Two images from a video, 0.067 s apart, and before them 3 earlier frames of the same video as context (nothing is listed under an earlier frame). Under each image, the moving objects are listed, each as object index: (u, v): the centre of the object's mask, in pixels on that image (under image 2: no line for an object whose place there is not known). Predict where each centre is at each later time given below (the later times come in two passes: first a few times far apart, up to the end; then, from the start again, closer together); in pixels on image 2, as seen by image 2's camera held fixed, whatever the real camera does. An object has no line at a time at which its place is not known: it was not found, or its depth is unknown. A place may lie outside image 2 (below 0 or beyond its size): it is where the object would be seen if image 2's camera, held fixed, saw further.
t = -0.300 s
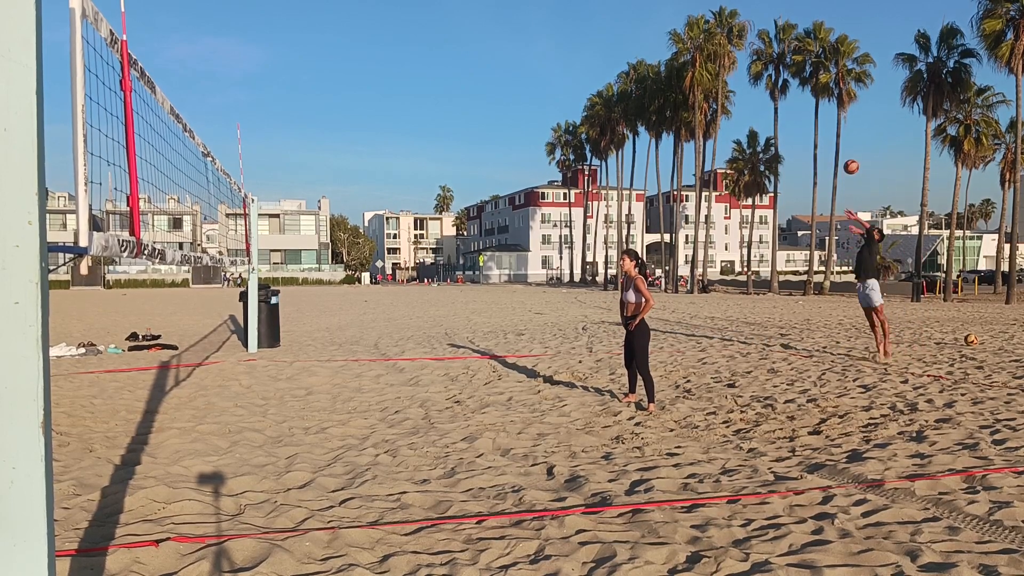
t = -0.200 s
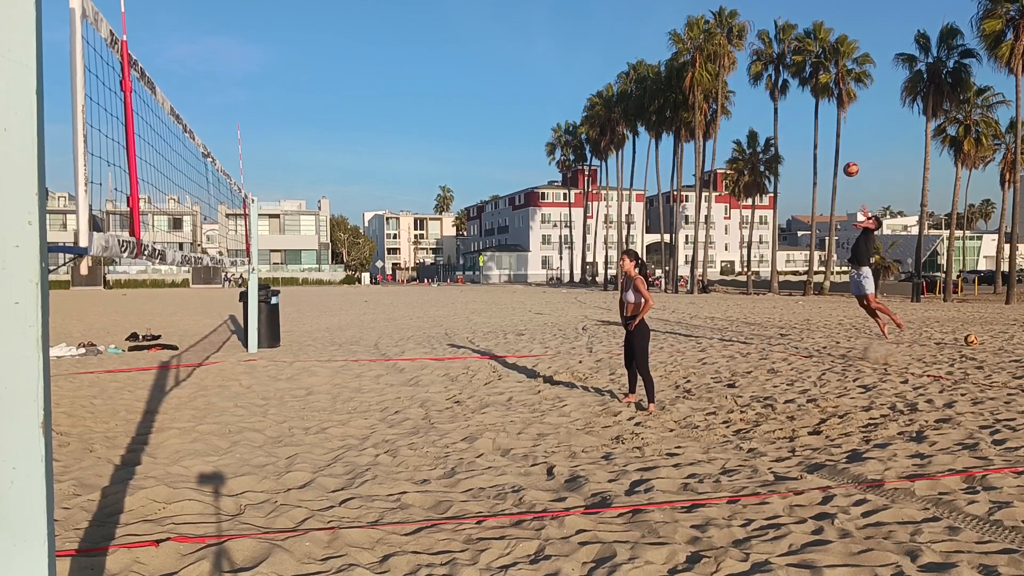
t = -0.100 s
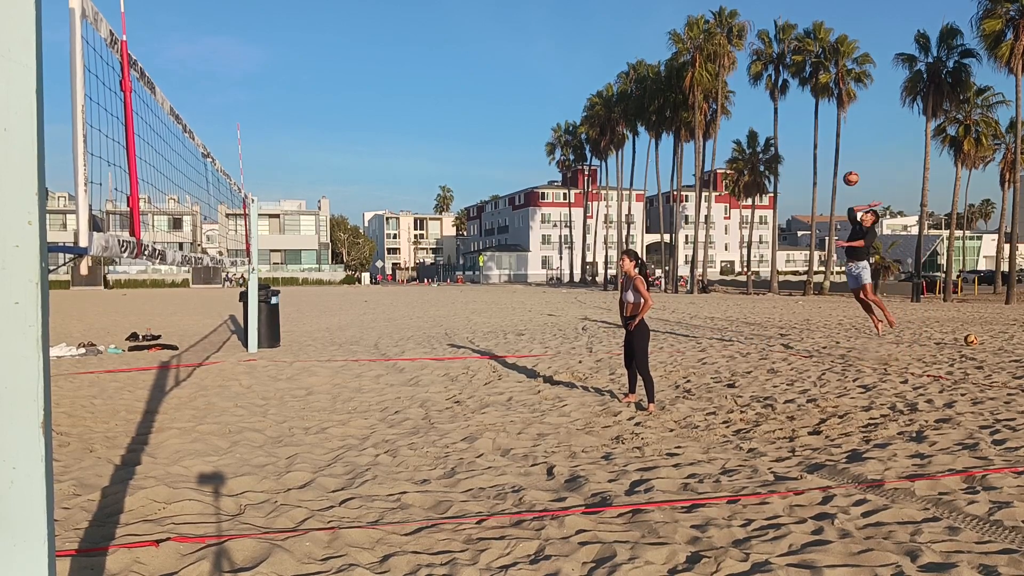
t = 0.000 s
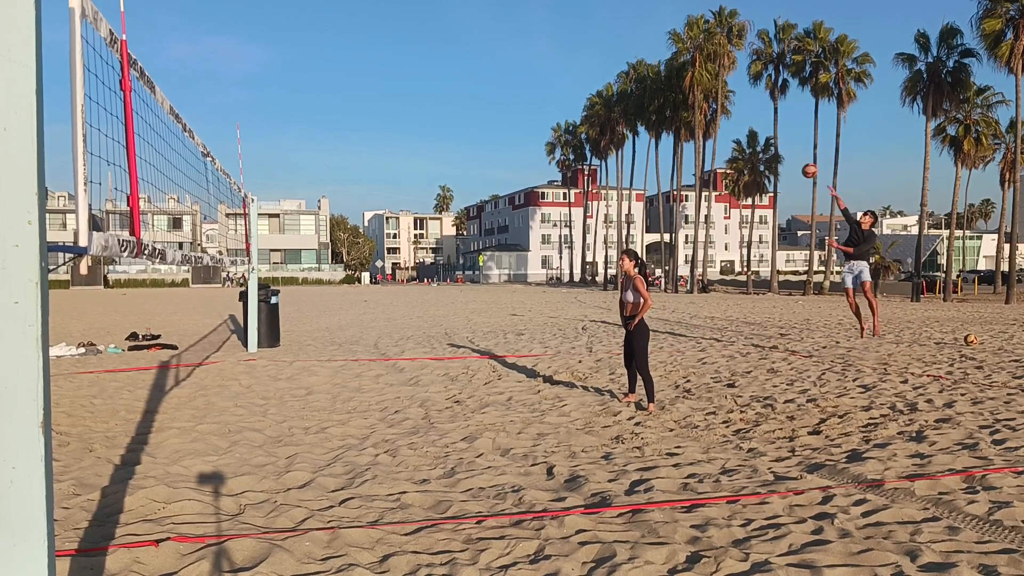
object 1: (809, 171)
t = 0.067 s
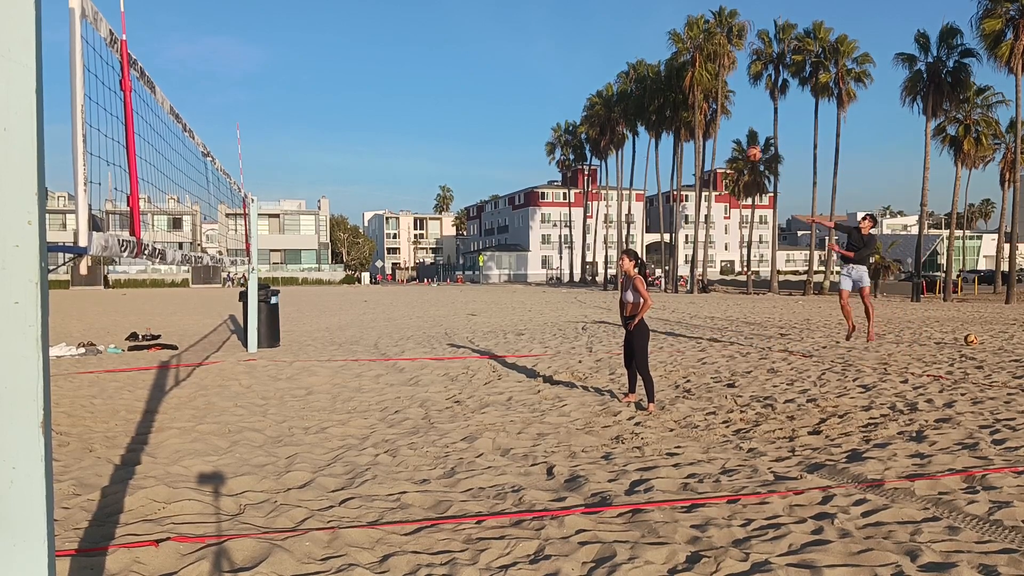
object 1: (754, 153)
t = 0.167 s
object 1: (661, 132)
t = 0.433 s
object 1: (375, 88)
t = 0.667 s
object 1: (50, 88)
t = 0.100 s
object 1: (724, 146)
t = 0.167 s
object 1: (661, 132)
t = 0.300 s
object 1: (527, 107)
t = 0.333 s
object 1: (491, 102)
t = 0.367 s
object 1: (454, 96)
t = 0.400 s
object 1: (415, 92)
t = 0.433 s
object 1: (375, 88)
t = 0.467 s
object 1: (333, 85)
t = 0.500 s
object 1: (289, 83)
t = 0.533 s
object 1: (245, 82)
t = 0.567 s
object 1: (198, 81)
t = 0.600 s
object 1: (155, 79)
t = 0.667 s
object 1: (50, 88)
